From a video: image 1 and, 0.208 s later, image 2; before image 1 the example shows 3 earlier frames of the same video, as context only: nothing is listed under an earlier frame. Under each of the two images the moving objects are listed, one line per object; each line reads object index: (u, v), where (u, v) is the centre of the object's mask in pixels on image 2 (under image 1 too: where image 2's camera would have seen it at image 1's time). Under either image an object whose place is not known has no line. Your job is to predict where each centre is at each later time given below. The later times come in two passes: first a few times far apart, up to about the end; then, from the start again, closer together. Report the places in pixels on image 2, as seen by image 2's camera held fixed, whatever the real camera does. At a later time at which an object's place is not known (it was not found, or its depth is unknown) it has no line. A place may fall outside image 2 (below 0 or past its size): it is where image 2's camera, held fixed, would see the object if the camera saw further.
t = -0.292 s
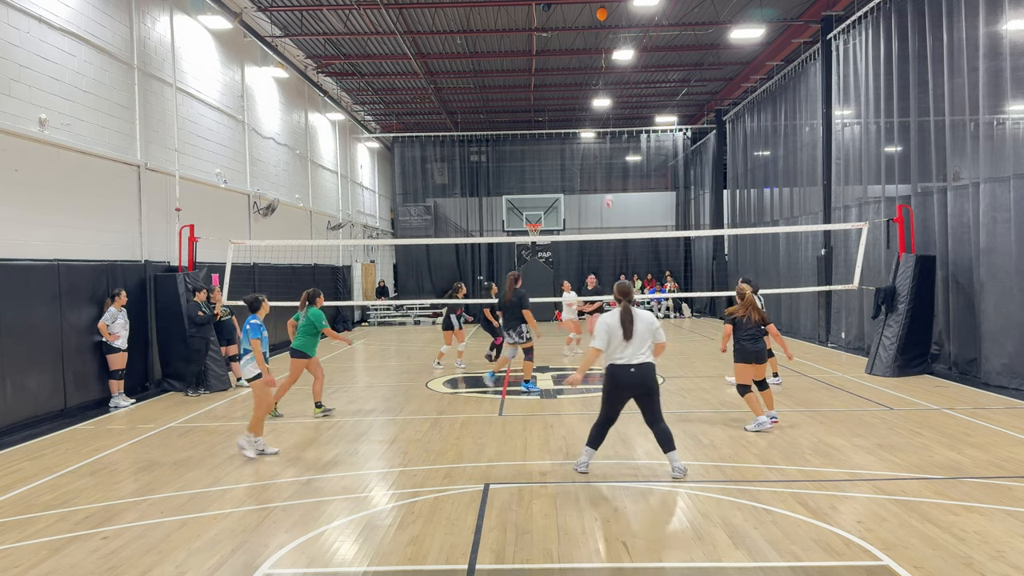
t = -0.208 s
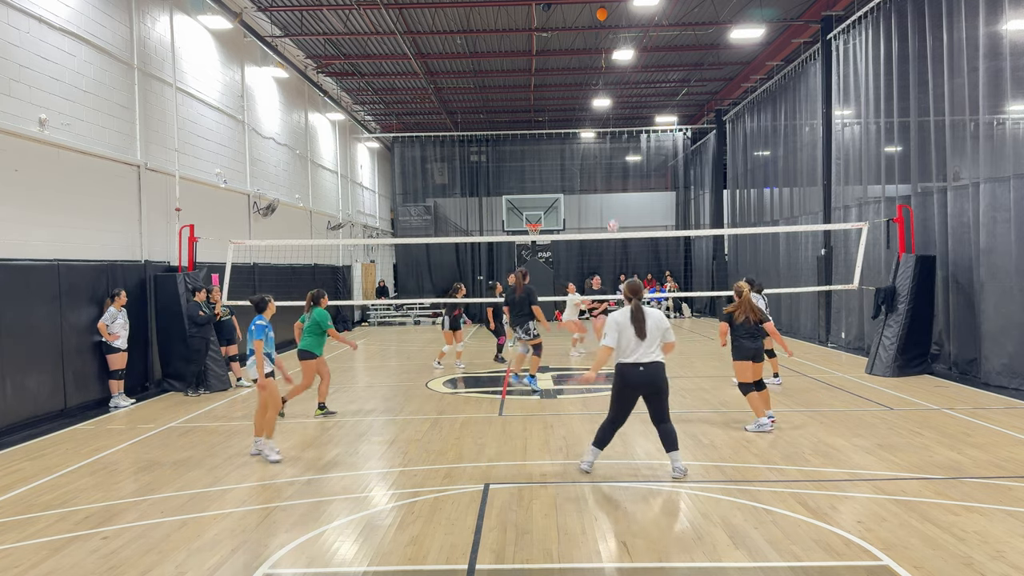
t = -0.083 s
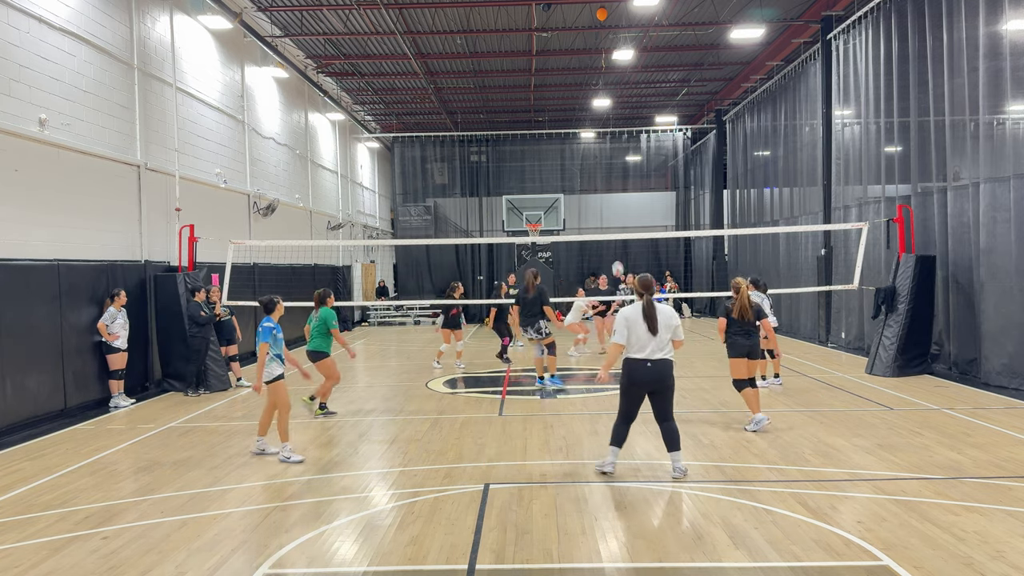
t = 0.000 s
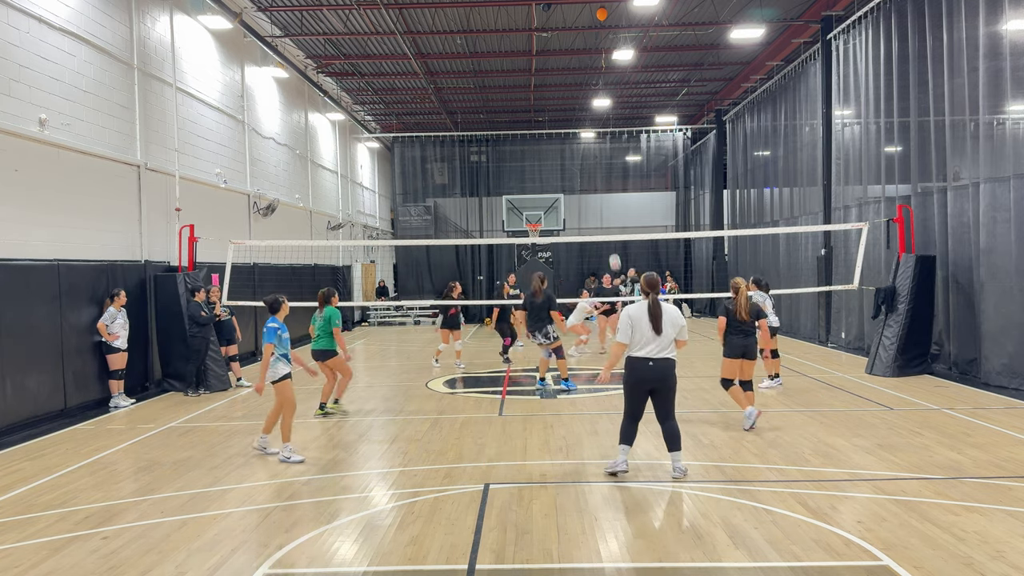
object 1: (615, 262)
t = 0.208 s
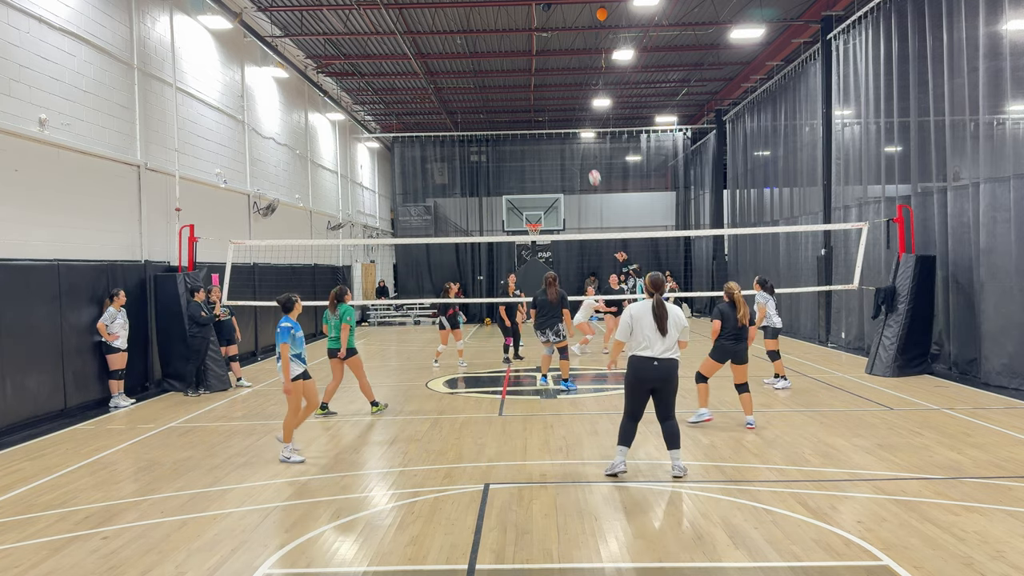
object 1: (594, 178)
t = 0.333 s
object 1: (582, 140)
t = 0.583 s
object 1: (563, 87)
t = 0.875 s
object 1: (540, 69)
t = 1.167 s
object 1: (519, 97)
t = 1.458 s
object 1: (501, 166)
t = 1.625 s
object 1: (492, 222)
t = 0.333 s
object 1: (582, 140)
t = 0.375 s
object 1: (579, 127)
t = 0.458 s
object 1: (572, 108)
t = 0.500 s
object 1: (569, 100)
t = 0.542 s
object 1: (566, 93)
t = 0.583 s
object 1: (563, 87)
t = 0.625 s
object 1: (559, 81)
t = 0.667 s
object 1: (556, 77)
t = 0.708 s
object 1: (553, 74)
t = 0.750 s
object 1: (549, 71)
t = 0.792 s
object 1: (546, 70)
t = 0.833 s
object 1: (543, 69)
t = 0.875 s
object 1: (540, 69)
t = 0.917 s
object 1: (537, 70)
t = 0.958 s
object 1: (534, 73)
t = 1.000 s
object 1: (531, 76)
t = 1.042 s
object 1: (528, 80)
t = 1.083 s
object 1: (525, 84)
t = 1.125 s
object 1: (522, 90)
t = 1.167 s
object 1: (519, 97)
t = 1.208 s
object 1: (516, 104)
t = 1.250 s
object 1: (513, 113)
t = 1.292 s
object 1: (511, 122)
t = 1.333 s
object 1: (508, 132)
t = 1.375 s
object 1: (506, 142)
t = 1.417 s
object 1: (503, 154)
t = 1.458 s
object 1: (501, 166)
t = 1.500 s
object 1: (498, 179)
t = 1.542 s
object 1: (496, 193)
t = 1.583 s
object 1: (494, 207)
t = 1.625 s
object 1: (492, 222)
